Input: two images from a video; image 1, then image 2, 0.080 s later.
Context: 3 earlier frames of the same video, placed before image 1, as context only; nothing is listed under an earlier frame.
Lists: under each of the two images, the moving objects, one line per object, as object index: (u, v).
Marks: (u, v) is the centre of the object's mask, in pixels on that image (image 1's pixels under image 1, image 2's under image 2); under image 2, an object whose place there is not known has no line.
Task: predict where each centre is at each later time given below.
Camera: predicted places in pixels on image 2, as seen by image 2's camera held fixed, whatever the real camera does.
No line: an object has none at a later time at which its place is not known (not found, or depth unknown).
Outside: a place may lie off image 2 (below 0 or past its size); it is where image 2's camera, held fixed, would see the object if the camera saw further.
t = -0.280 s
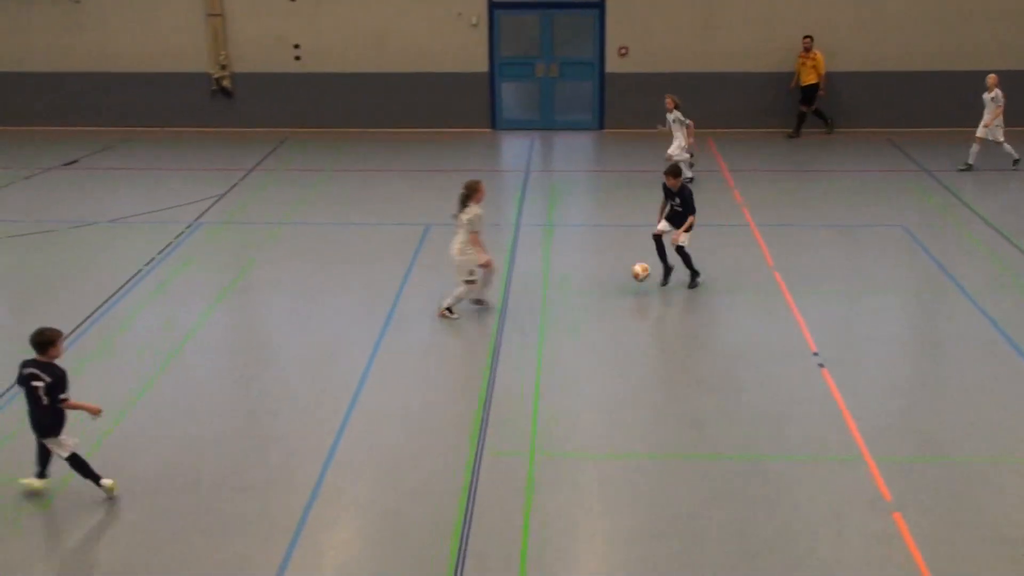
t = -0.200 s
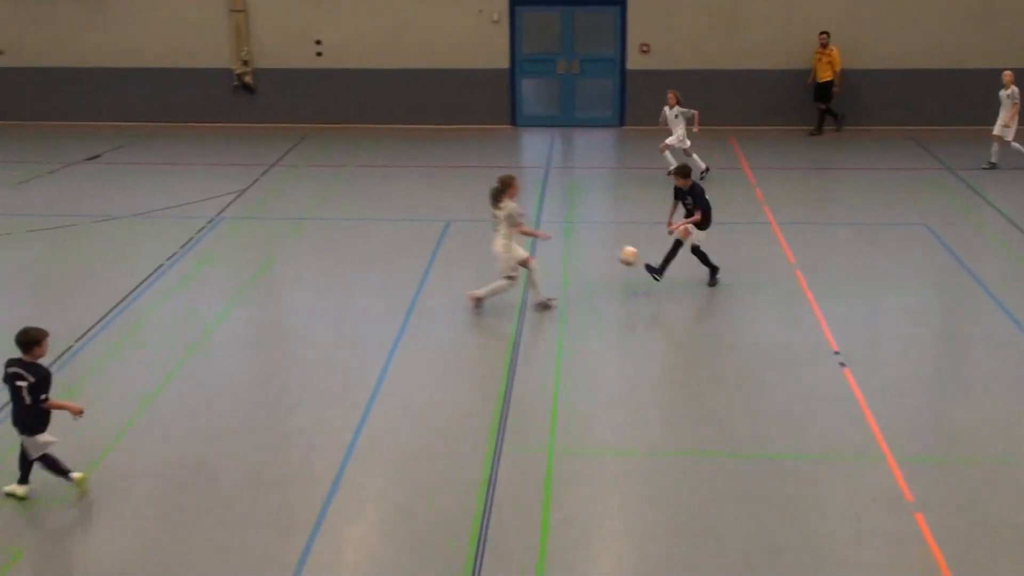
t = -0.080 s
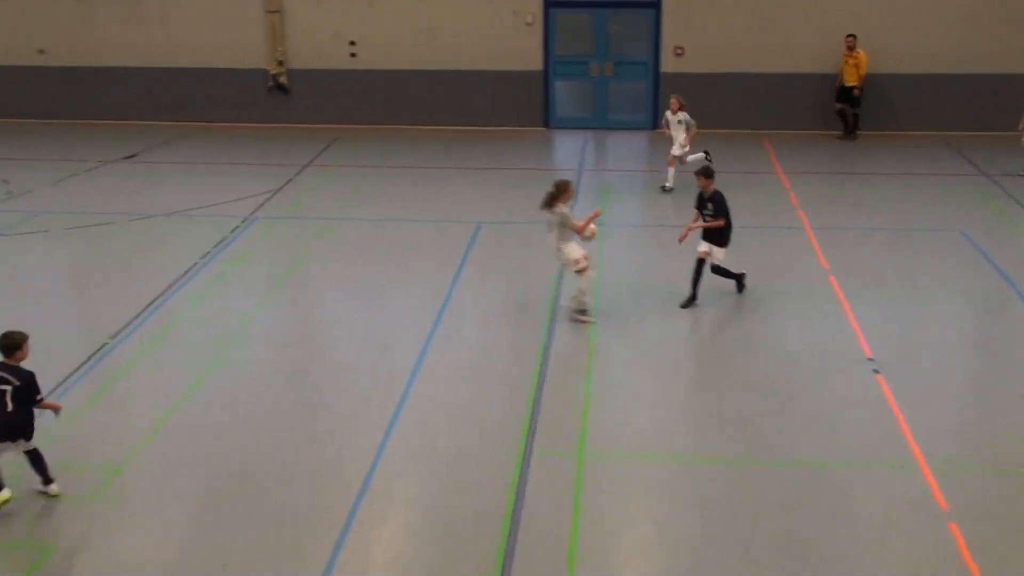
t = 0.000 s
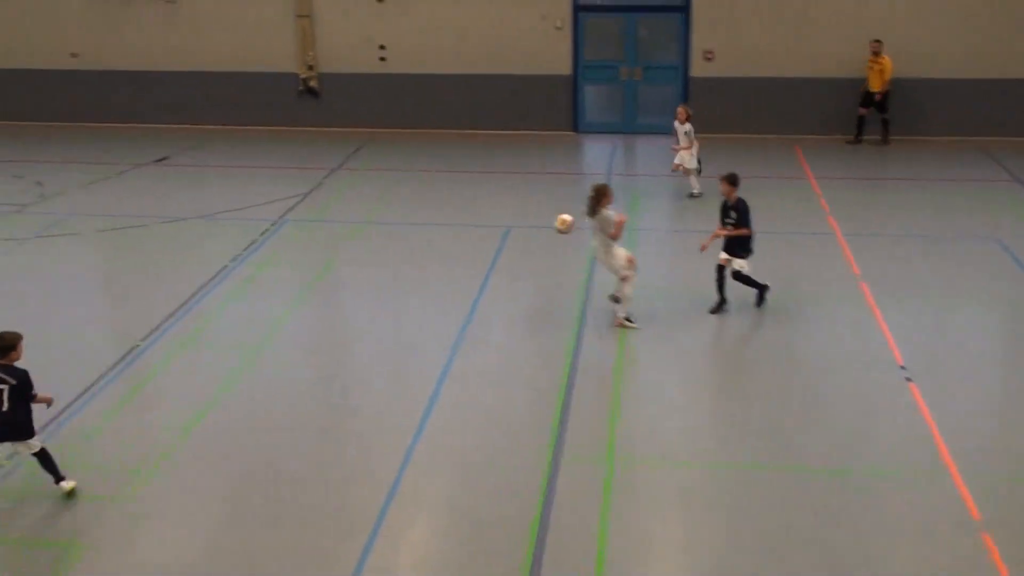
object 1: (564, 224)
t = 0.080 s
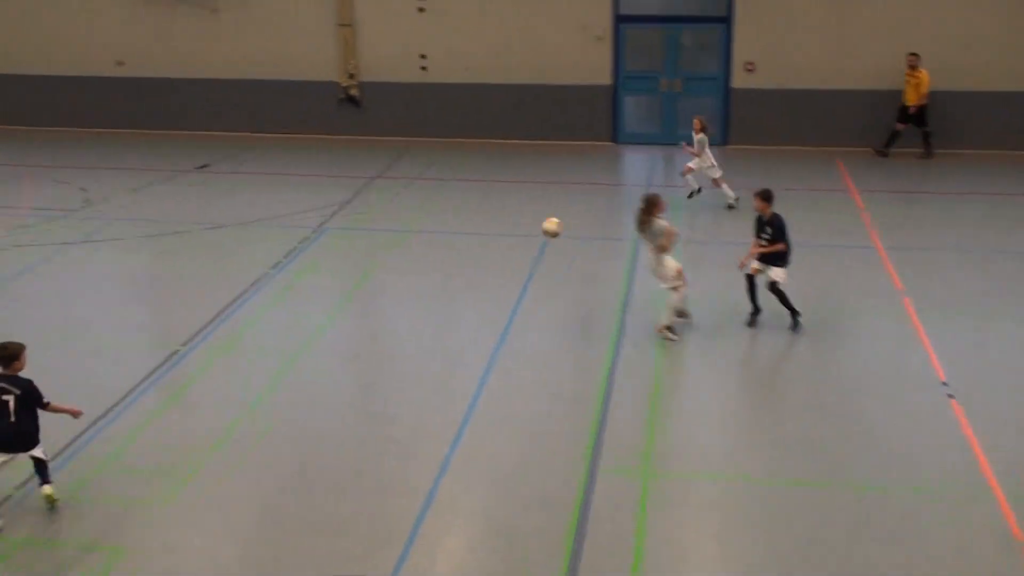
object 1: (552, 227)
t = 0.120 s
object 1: (527, 226)
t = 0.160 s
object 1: (504, 226)
